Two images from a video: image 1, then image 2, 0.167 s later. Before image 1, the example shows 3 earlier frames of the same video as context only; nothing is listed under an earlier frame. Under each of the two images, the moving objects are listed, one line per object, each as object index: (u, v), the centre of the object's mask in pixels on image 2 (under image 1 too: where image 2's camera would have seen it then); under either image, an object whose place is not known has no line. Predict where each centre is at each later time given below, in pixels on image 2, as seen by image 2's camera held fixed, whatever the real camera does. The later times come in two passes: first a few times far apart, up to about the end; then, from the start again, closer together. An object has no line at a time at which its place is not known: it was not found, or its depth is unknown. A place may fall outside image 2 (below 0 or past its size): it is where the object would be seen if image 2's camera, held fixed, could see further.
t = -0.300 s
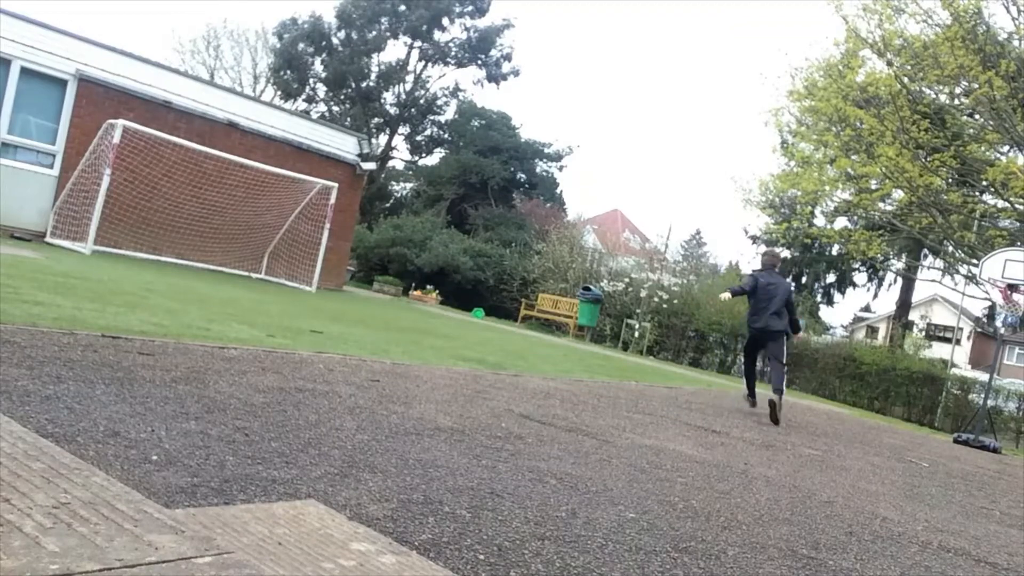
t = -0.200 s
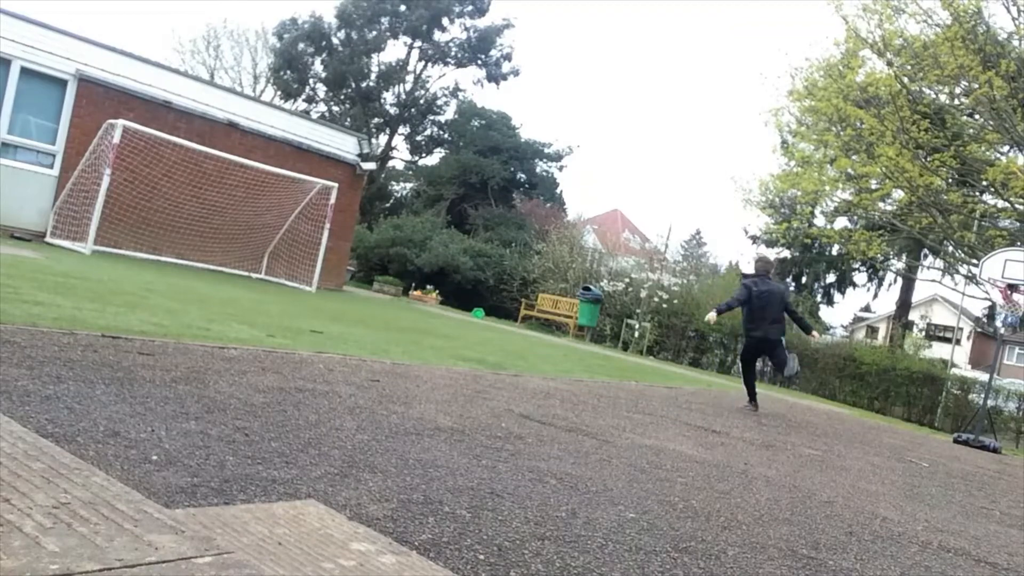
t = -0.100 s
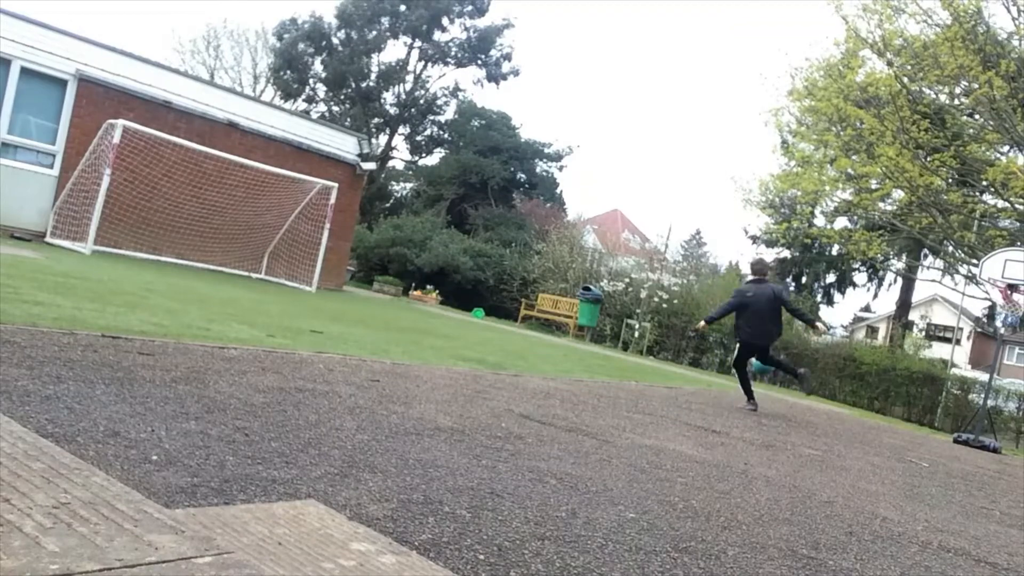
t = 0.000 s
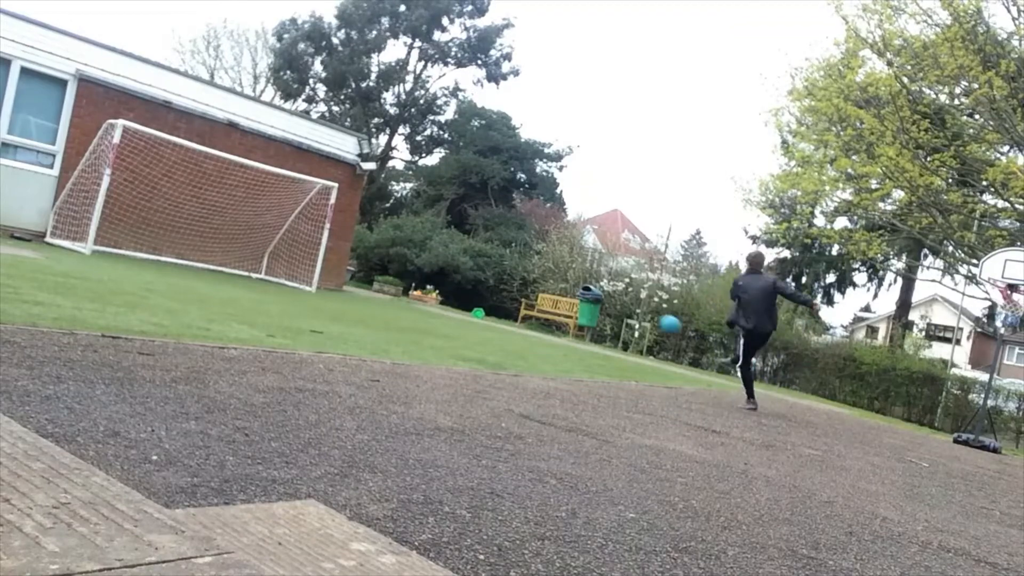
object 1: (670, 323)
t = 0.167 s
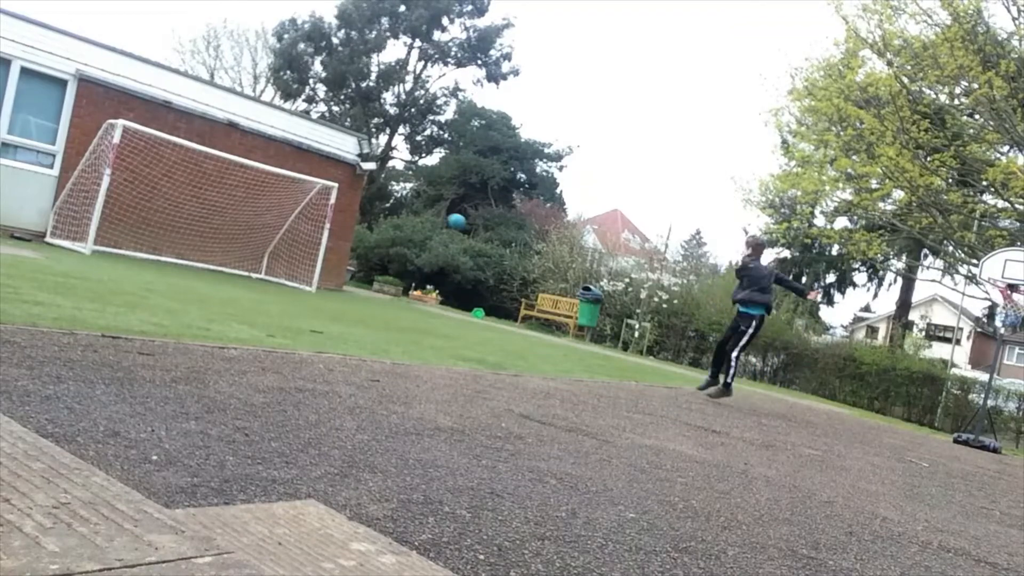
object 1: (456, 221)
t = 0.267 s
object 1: (357, 188)
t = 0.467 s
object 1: (207, 168)
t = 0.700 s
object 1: (146, 222)
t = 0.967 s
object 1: (168, 212)
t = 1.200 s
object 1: (196, 185)
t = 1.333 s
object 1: (210, 185)
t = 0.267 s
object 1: (357, 188)
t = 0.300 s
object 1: (328, 180)
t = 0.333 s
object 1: (300, 173)
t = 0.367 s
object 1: (273, 169)
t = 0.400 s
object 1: (246, 165)
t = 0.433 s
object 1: (224, 163)
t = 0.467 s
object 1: (207, 168)
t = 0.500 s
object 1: (194, 173)
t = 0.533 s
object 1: (182, 180)
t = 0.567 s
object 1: (172, 186)
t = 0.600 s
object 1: (162, 193)
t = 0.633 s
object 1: (152, 200)
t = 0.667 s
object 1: (147, 210)
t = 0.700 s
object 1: (146, 222)
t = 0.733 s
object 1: (144, 236)
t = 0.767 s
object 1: (143, 249)
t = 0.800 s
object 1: (145, 253)
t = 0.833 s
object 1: (149, 243)
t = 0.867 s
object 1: (154, 235)
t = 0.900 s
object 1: (159, 226)
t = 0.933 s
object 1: (164, 219)
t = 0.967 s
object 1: (168, 212)
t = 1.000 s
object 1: (172, 206)
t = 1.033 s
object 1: (176, 201)
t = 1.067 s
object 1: (180, 196)
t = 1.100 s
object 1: (185, 192)
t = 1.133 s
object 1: (188, 189)
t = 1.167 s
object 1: (192, 186)
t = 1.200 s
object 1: (196, 185)
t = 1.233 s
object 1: (199, 183)
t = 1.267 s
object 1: (203, 183)
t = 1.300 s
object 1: (207, 184)
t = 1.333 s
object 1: (210, 185)
